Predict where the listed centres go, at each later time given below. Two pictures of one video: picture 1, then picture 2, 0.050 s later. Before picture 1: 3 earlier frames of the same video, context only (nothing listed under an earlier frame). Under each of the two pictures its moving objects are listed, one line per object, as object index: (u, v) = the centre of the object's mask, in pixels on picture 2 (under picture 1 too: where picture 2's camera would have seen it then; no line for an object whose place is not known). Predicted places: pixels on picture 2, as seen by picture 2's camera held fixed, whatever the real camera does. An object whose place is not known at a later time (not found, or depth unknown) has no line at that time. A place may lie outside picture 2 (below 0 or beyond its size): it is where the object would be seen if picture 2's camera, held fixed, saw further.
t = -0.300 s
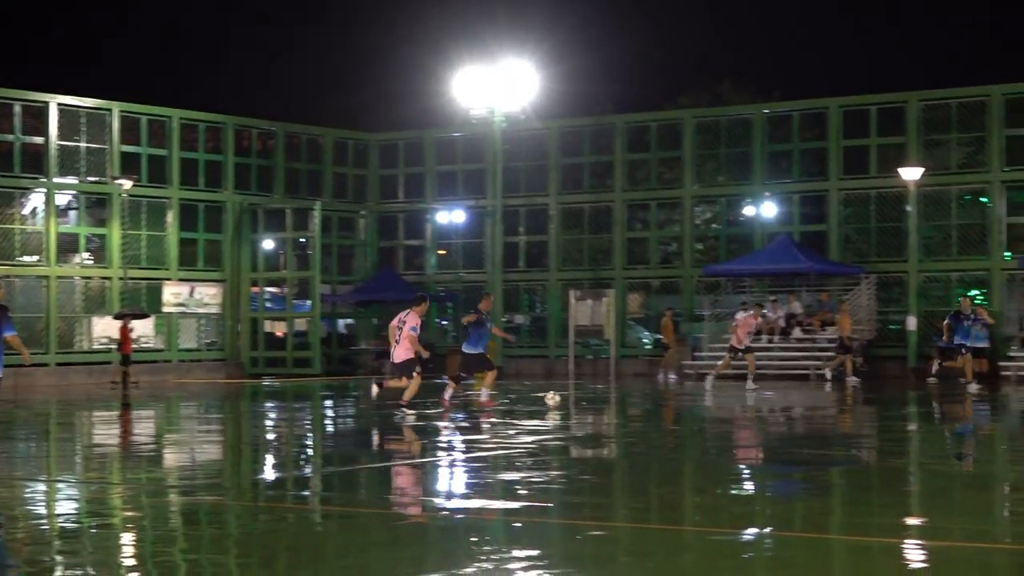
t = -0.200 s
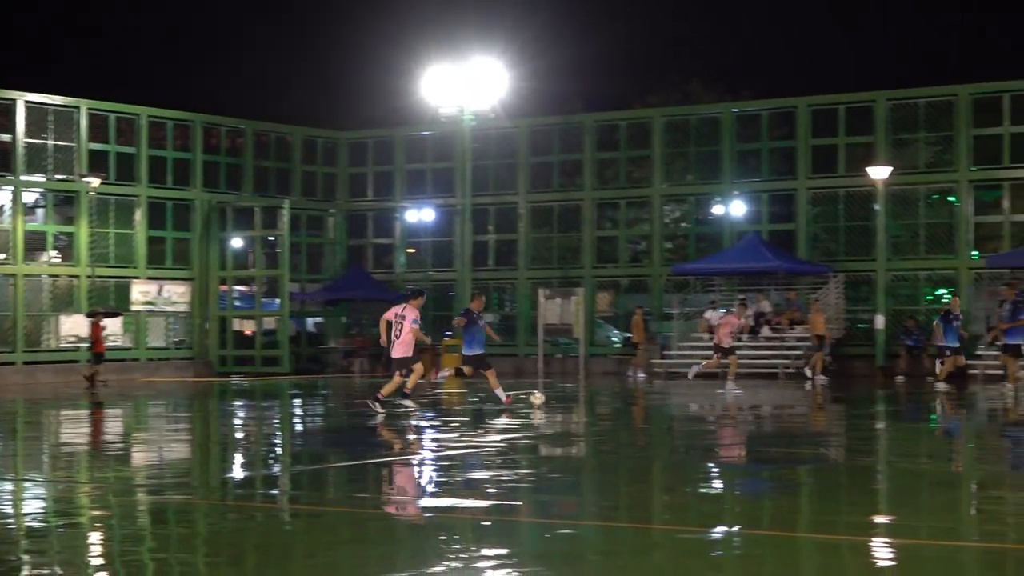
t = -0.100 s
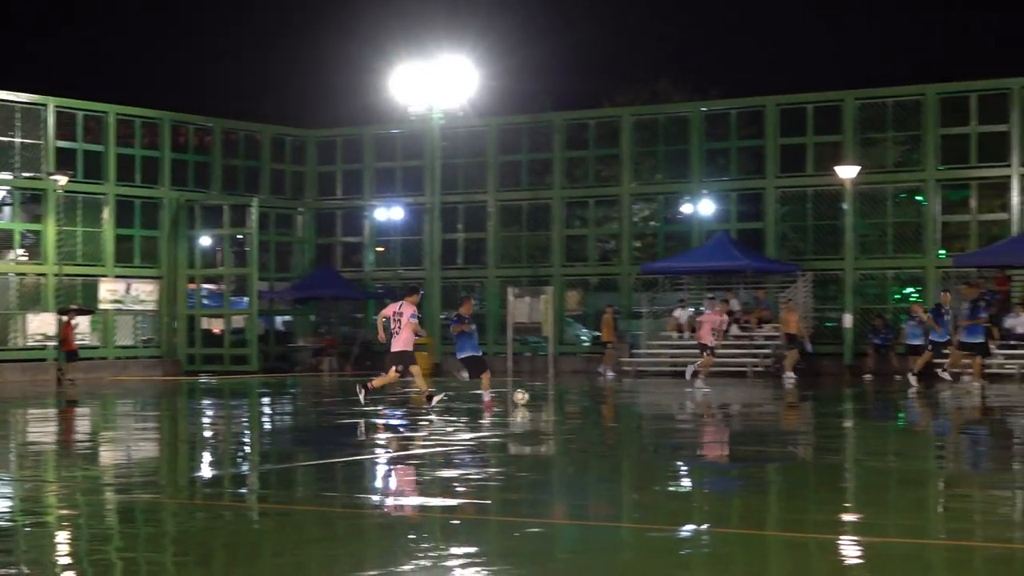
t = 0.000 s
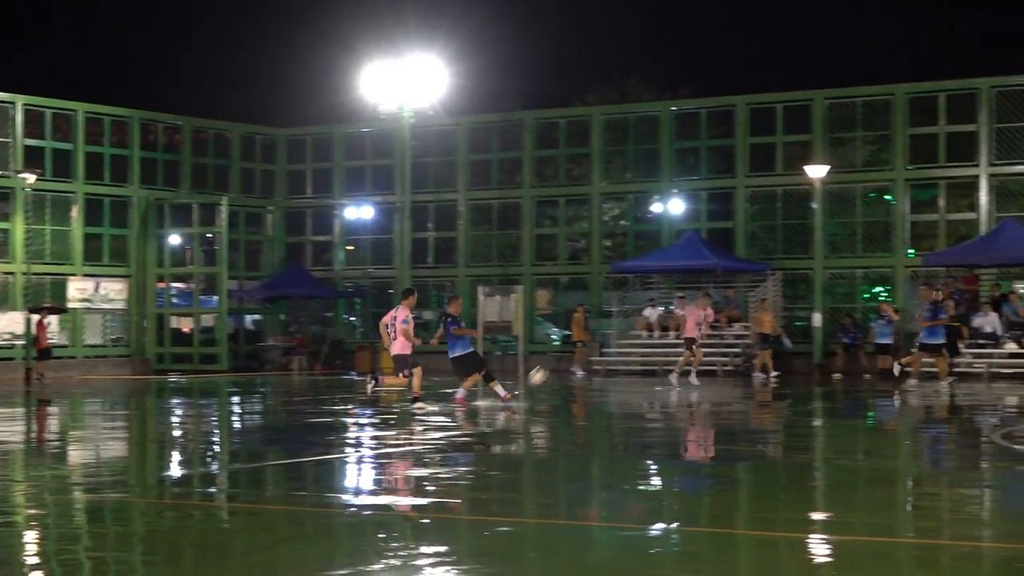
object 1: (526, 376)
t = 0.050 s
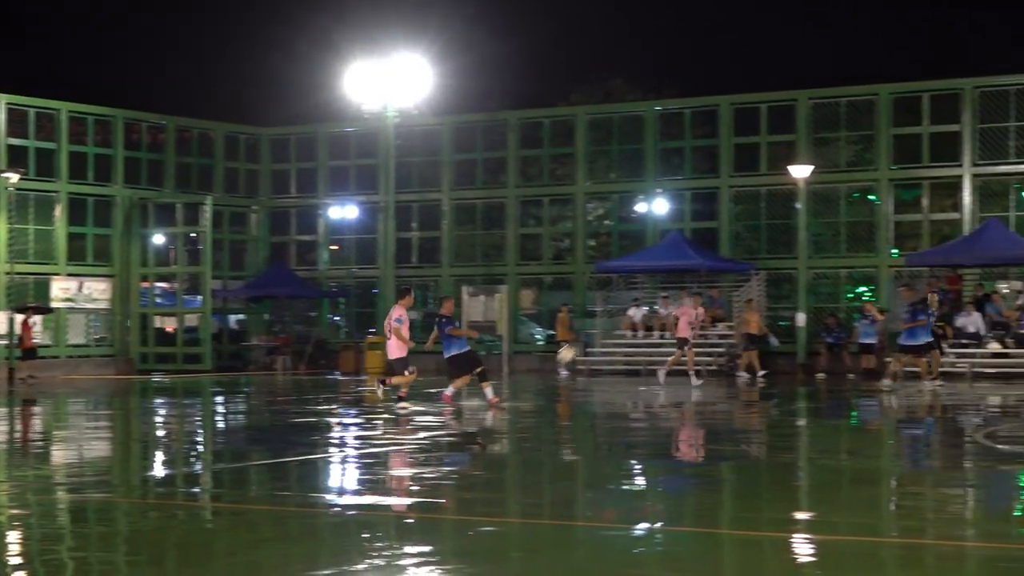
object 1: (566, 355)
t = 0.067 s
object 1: (581, 347)
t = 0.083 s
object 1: (595, 338)
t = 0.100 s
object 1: (608, 331)
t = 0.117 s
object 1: (622, 325)
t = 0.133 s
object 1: (636, 317)
